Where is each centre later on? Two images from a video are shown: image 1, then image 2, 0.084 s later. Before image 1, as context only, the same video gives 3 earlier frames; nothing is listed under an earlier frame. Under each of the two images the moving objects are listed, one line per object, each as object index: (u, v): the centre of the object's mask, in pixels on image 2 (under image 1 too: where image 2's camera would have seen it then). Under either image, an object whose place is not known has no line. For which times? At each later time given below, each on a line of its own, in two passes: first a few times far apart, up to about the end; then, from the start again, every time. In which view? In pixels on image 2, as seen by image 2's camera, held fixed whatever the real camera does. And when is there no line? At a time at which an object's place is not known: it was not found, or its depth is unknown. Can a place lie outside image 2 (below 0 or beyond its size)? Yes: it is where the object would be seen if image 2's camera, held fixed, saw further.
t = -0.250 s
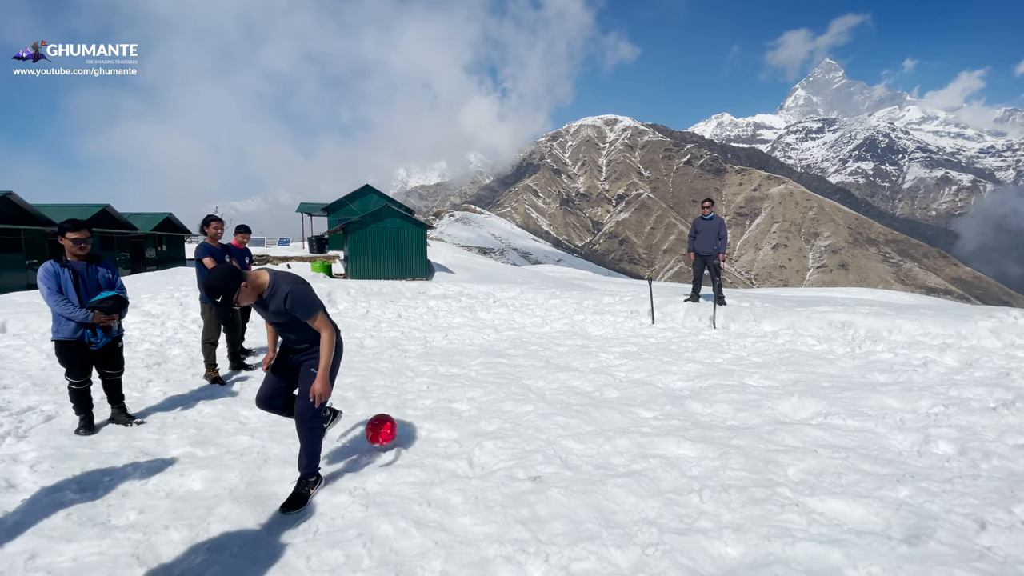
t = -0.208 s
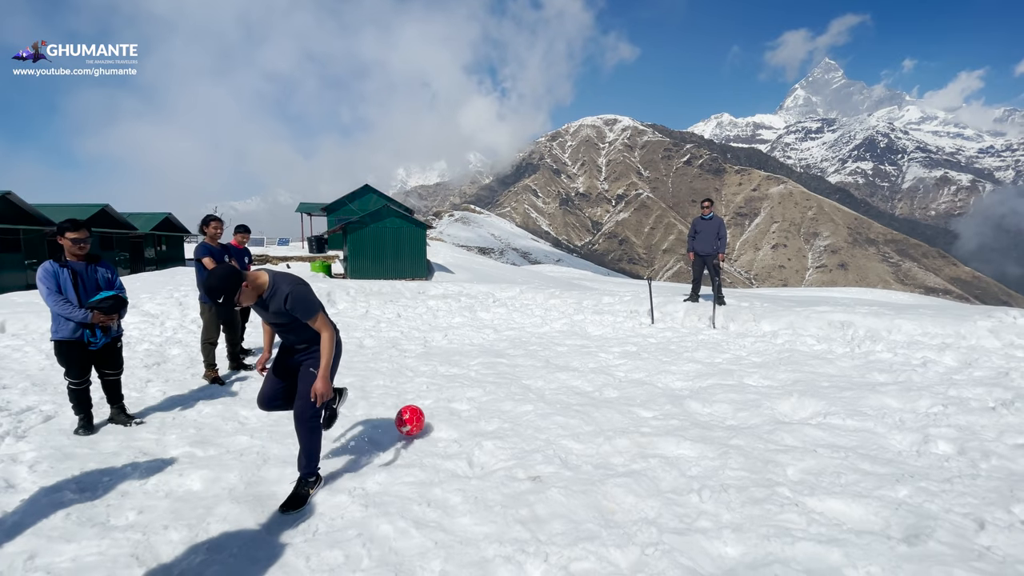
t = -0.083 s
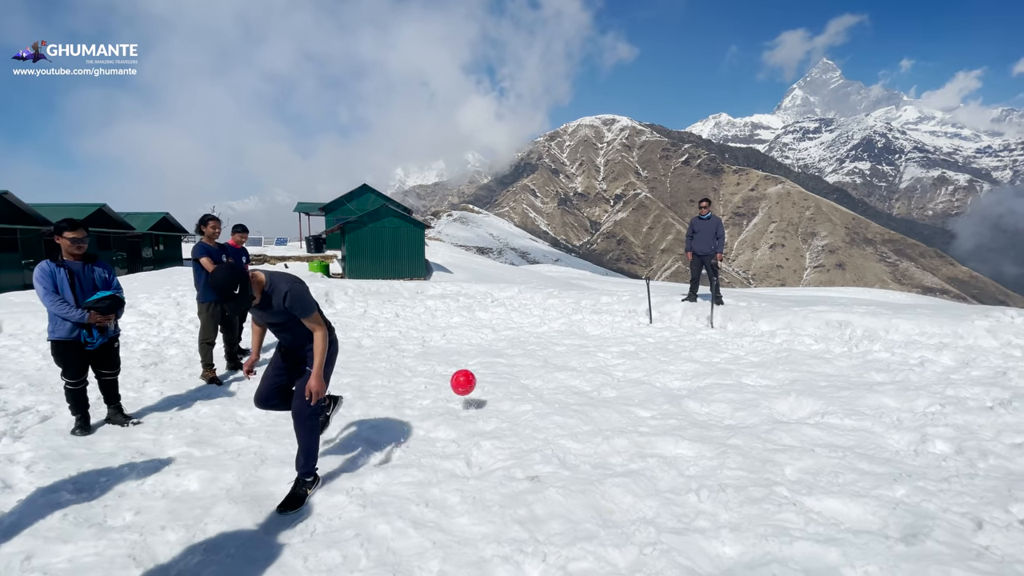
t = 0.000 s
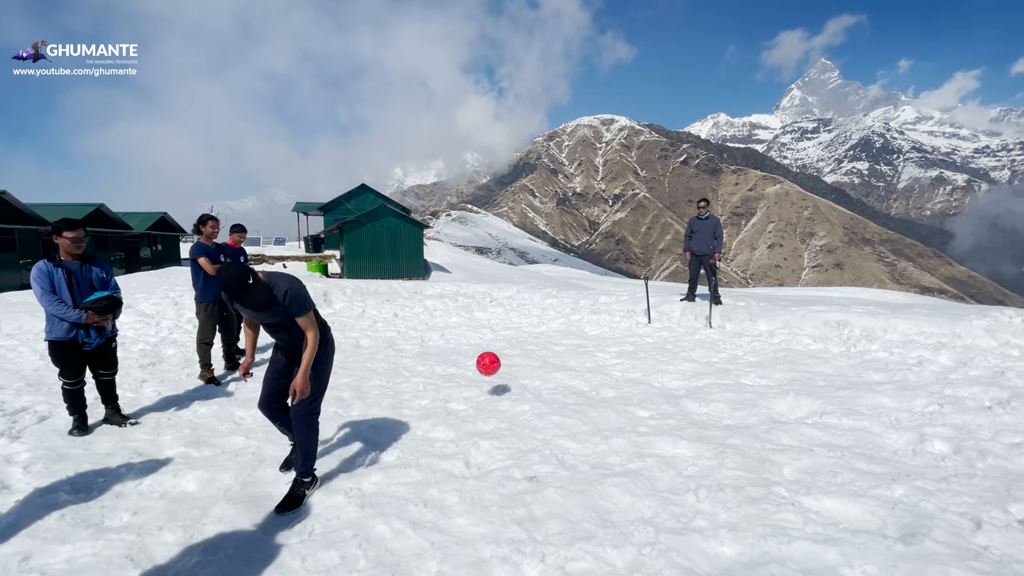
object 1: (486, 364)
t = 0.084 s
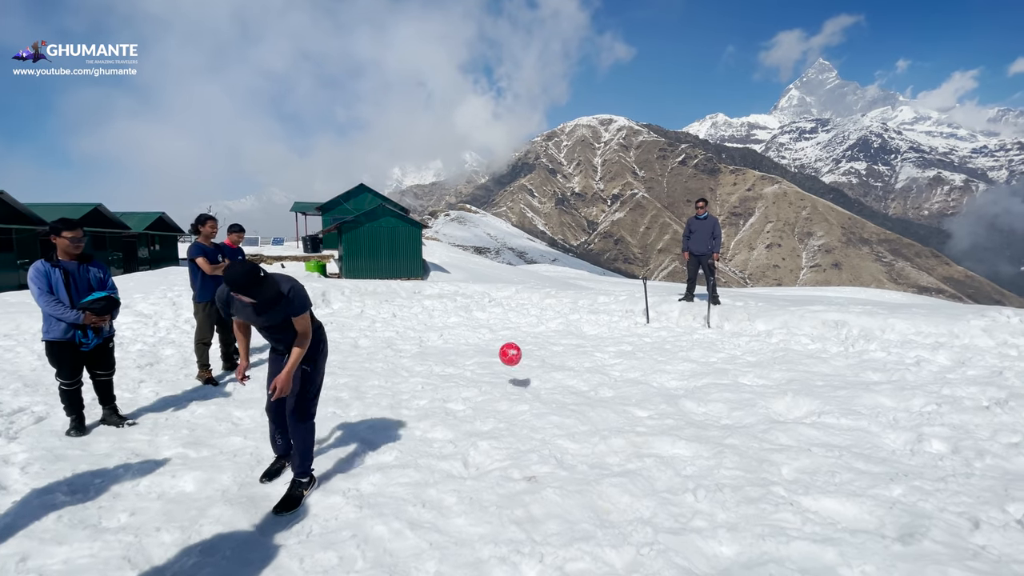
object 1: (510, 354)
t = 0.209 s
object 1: (541, 354)
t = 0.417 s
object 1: (574, 344)
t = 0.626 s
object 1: (597, 339)
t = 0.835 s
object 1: (617, 331)
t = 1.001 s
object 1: (630, 317)
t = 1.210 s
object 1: (643, 319)
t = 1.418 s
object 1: (651, 318)
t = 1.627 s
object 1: (656, 321)
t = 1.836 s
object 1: (657, 321)
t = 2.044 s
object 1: (656, 321)
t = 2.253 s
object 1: (656, 321)
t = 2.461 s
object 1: (656, 321)
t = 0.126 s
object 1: (521, 352)
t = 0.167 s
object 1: (531, 352)
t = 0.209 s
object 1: (541, 354)
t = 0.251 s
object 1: (550, 358)
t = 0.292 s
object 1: (558, 359)
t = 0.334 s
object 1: (563, 352)
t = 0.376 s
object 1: (569, 347)
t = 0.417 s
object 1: (574, 344)
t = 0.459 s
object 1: (578, 343)
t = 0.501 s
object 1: (583, 343)
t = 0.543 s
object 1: (588, 344)
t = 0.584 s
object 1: (592, 343)
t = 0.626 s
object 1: (597, 339)
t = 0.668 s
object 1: (601, 336)
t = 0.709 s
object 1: (605, 334)
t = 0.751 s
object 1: (609, 334)
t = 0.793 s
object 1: (613, 335)
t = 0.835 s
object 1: (617, 331)
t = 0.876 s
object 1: (620, 326)
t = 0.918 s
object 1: (623, 321)
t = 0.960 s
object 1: (627, 318)
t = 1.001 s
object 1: (630, 317)
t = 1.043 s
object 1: (633, 317)
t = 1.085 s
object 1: (636, 318)
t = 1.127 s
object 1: (639, 320)
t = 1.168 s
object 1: (641, 322)
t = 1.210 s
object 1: (643, 319)
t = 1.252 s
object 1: (645, 316)
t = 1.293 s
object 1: (647, 315)
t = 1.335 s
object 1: (648, 315)
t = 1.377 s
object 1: (650, 316)
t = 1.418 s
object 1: (651, 318)
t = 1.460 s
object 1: (653, 320)
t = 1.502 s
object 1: (654, 320)
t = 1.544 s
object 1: (655, 320)
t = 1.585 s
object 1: (656, 320)
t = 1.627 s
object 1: (656, 321)
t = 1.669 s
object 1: (657, 321)
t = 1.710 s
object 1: (657, 321)
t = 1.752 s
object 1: (657, 321)
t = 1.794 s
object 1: (657, 321)
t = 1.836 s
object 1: (657, 321)
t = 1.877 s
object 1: (657, 321)
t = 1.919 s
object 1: (657, 321)
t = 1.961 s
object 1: (657, 321)
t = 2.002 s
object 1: (657, 321)
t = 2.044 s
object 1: (656, 321)
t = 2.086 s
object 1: (657, 321)
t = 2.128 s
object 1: (657, 321)
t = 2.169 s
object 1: (656, 321)
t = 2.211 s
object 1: (657, 321)
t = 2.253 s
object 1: (656, 321)
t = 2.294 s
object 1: (656, 321)
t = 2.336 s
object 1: (657, 321)
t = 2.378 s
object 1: (657, 321)
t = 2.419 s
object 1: (656, 321)
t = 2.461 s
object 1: (656, 321)
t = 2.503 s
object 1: (657, 321)
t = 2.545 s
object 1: (657, 321)
